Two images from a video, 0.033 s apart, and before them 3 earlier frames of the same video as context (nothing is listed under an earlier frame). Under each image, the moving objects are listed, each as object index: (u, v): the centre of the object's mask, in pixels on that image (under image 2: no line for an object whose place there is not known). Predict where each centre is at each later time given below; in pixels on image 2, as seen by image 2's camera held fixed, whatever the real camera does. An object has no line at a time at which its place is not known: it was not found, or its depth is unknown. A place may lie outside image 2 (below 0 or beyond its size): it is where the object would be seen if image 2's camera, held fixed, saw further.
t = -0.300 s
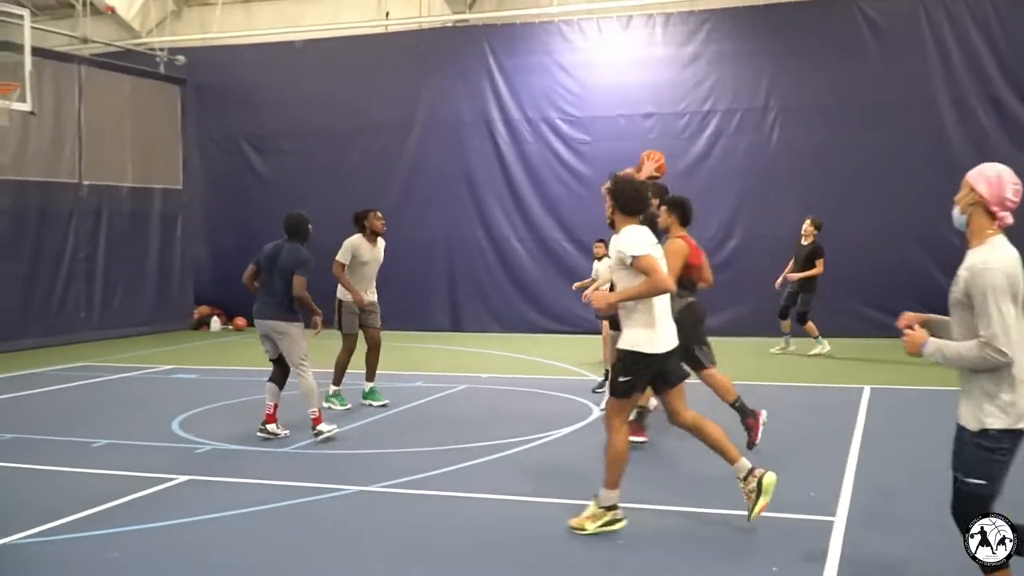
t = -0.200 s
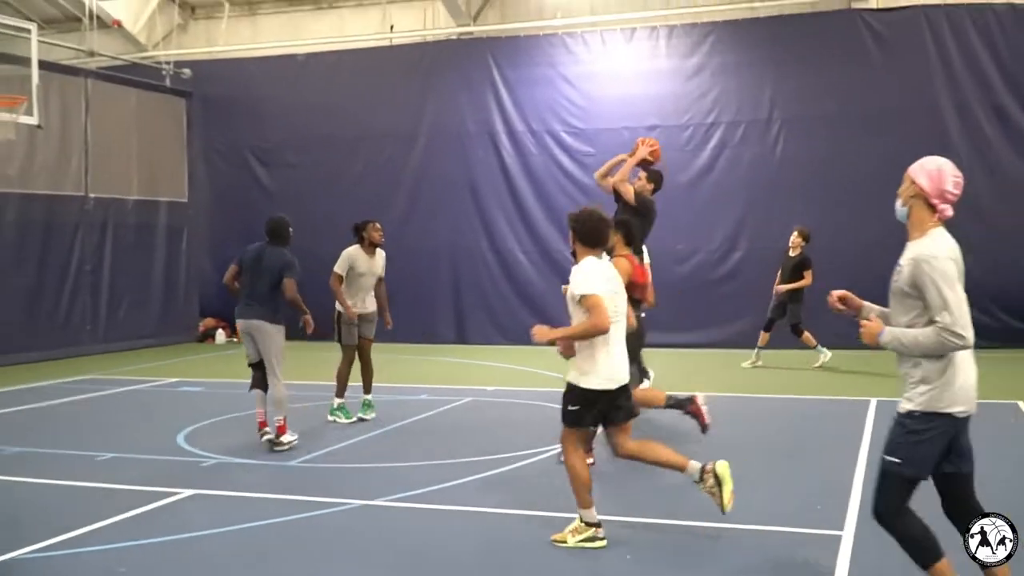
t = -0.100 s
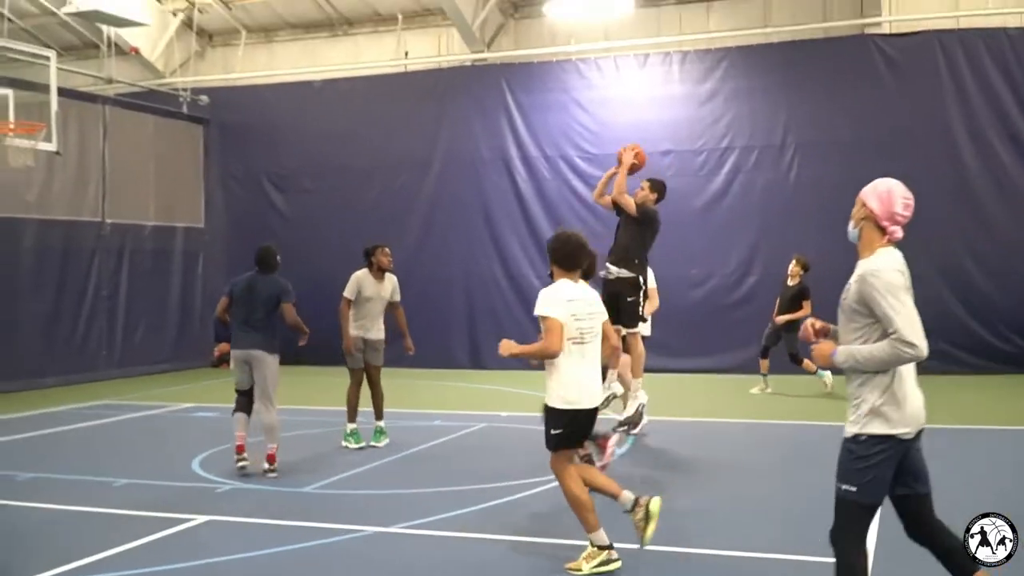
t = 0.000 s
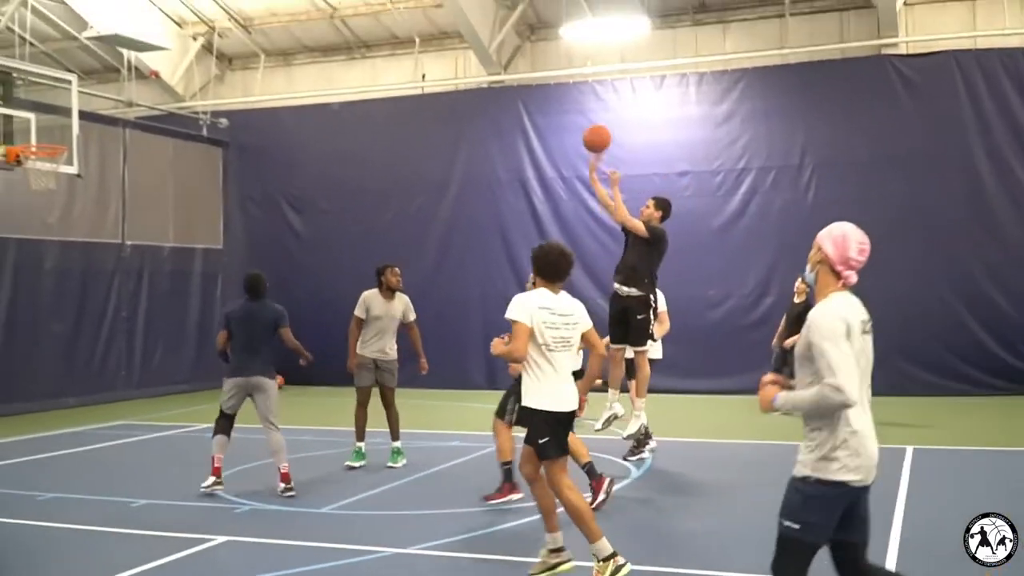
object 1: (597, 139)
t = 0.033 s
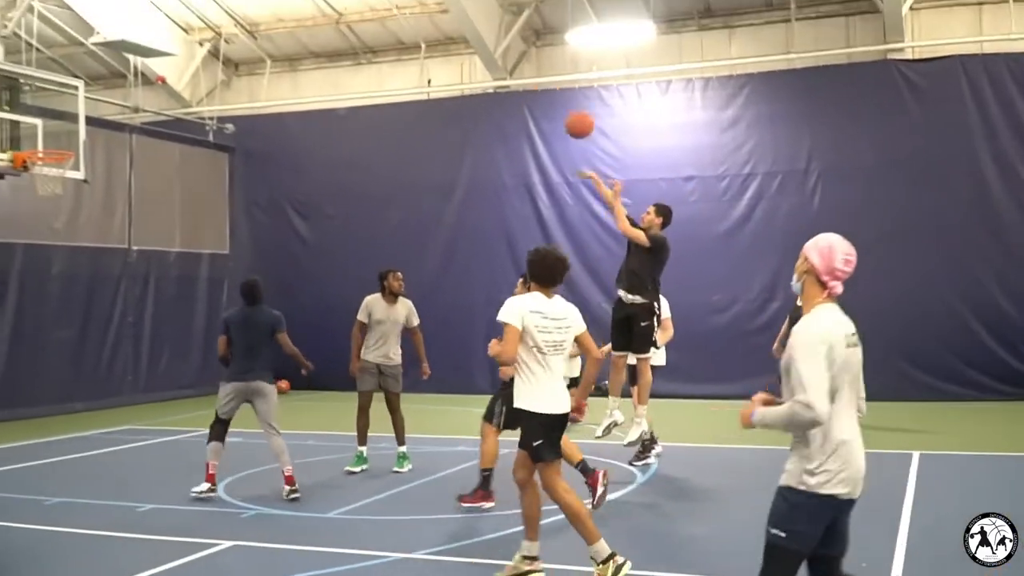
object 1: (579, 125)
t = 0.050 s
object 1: (568, 115)
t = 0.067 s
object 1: (557, 106)
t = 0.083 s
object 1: (546, 99)
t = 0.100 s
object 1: (535, 92)
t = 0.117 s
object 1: (524, 83)
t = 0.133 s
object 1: (513, 77)
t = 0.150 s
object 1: (502, 71)
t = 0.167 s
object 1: (492, 64)
